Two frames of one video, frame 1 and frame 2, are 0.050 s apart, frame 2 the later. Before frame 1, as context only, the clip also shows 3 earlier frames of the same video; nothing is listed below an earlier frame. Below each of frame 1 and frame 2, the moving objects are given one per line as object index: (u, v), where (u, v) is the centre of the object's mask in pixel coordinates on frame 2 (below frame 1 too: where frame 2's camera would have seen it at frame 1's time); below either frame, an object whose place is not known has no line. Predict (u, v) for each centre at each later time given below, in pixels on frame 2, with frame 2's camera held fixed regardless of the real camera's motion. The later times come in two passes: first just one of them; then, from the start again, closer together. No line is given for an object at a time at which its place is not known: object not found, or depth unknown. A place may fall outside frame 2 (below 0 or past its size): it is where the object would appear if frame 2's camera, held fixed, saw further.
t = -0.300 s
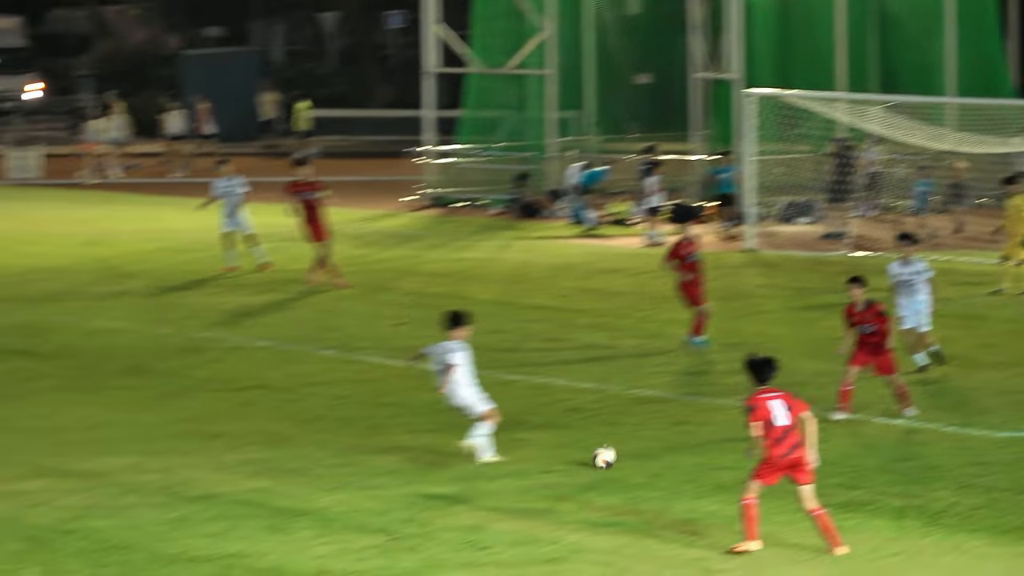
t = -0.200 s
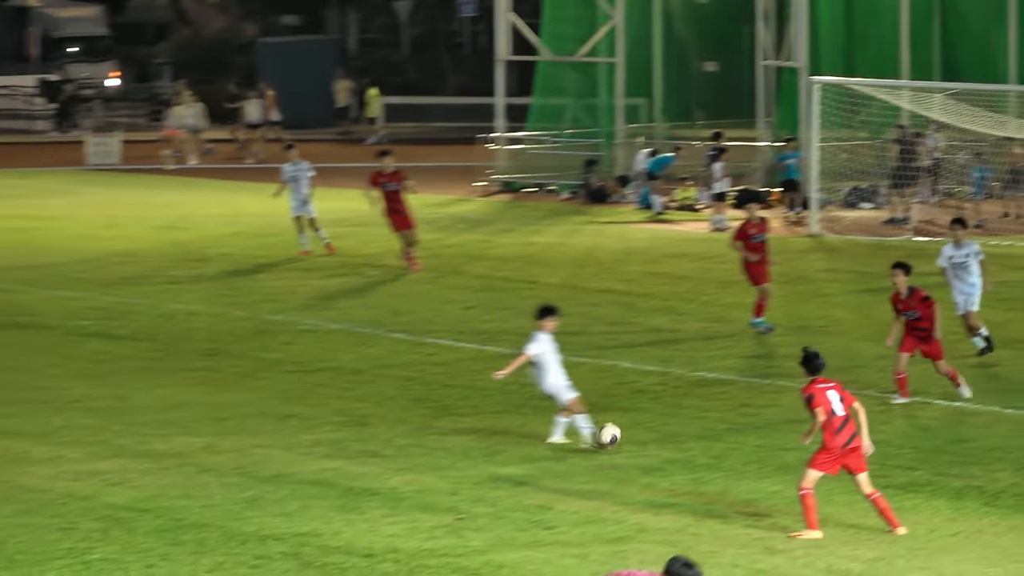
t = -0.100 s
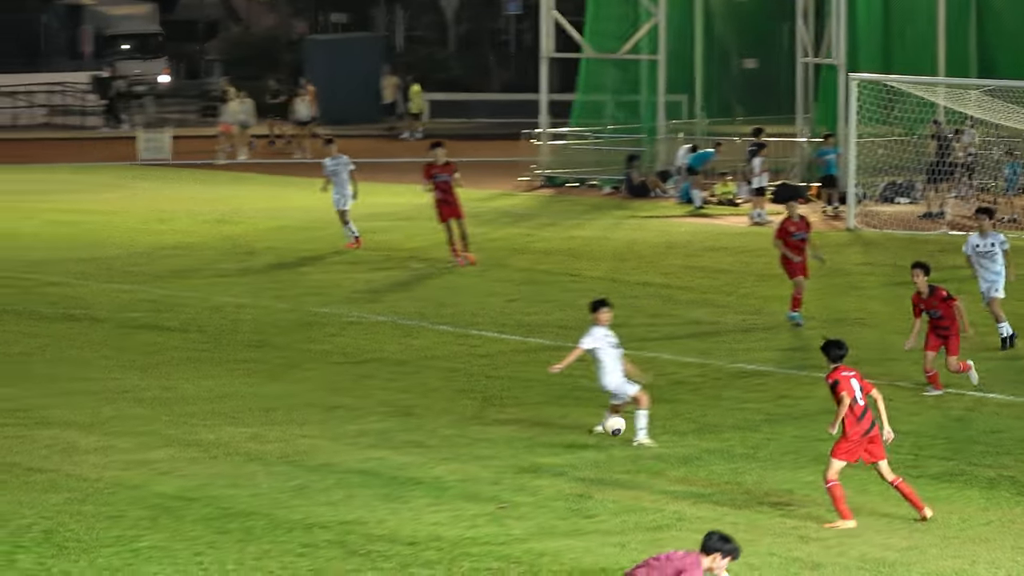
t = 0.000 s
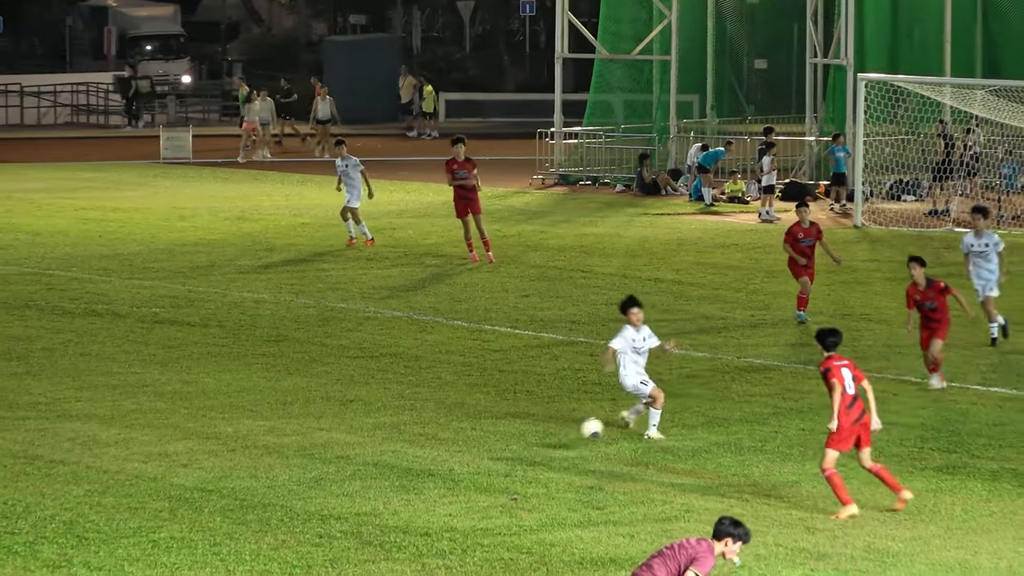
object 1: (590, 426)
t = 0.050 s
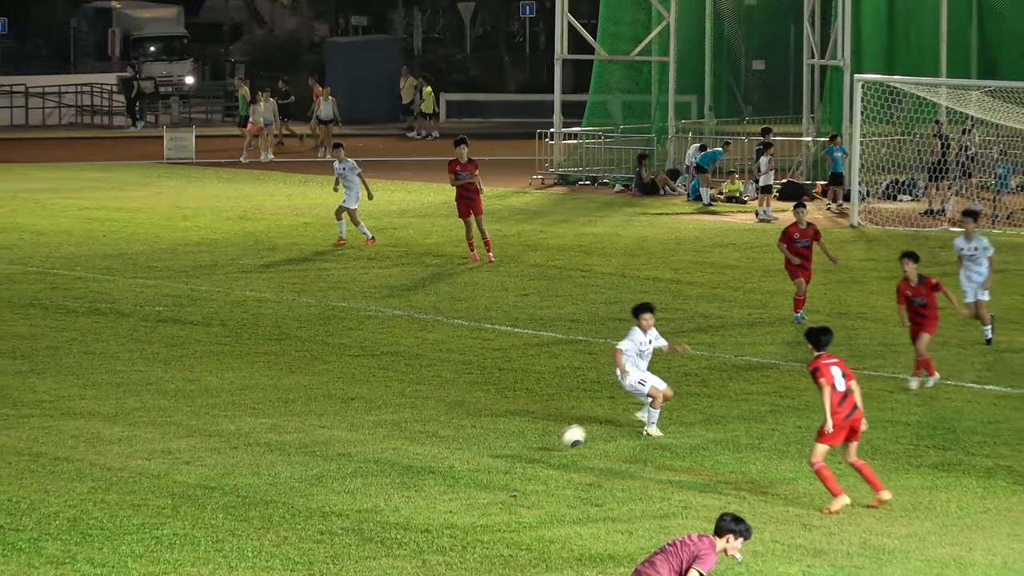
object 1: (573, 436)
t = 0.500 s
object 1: (373, 465)
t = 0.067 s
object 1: (568, 439)
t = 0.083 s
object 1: (563, 443)
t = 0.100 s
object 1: (556, 448)
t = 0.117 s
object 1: (551, 451)
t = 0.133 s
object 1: (545, 450)
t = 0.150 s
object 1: (536, 449)
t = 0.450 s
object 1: (398, 468)
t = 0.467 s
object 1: (390, 468)
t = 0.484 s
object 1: (381, 466)
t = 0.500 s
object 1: (373, 465)
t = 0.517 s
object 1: (365, 465)
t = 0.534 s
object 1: (357, 464)
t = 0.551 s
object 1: (348, 464)
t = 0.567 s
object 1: (340, 464)
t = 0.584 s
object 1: (332, 464)
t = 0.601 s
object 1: (323, 465)
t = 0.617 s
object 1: (314, 466)
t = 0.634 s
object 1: (306, 467)
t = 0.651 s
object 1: (297, 468)
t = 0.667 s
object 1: (288, 470)
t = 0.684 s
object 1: (278, 472)
